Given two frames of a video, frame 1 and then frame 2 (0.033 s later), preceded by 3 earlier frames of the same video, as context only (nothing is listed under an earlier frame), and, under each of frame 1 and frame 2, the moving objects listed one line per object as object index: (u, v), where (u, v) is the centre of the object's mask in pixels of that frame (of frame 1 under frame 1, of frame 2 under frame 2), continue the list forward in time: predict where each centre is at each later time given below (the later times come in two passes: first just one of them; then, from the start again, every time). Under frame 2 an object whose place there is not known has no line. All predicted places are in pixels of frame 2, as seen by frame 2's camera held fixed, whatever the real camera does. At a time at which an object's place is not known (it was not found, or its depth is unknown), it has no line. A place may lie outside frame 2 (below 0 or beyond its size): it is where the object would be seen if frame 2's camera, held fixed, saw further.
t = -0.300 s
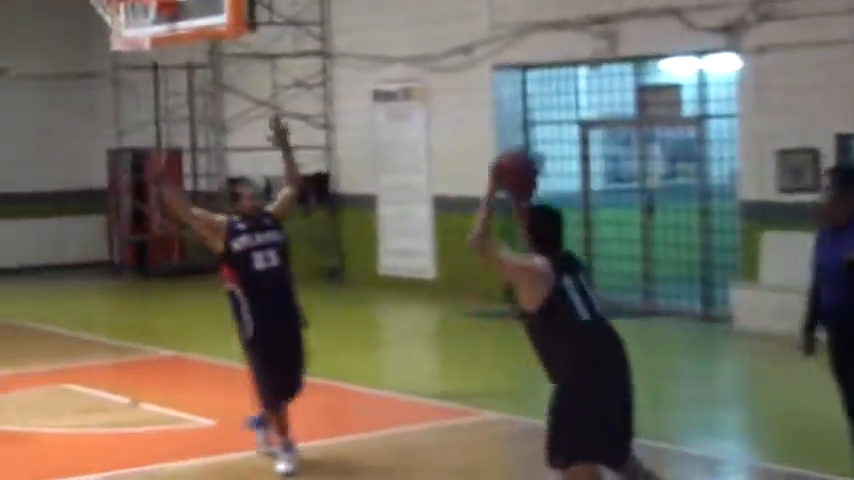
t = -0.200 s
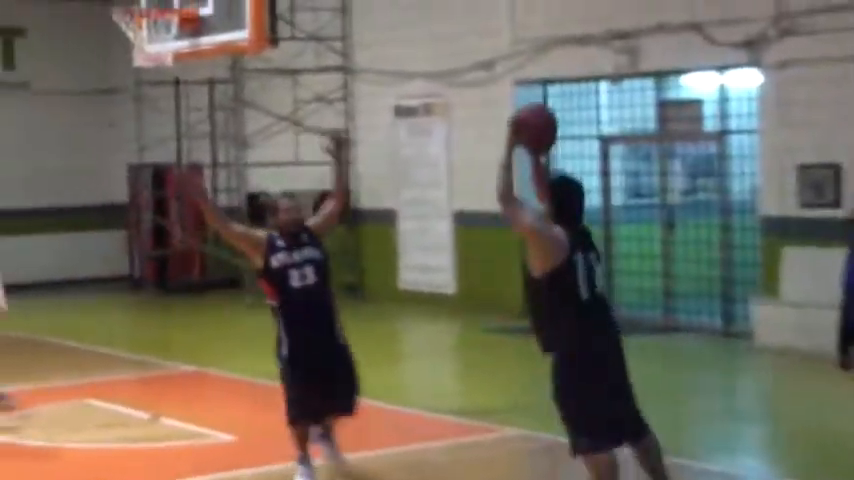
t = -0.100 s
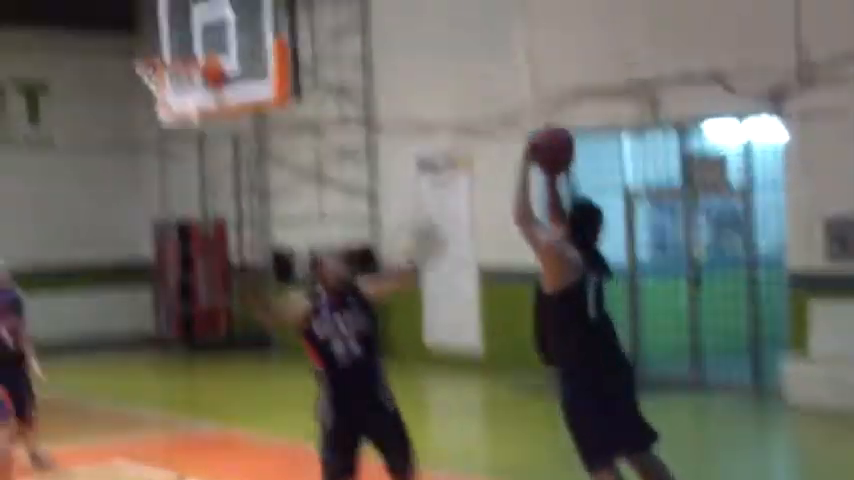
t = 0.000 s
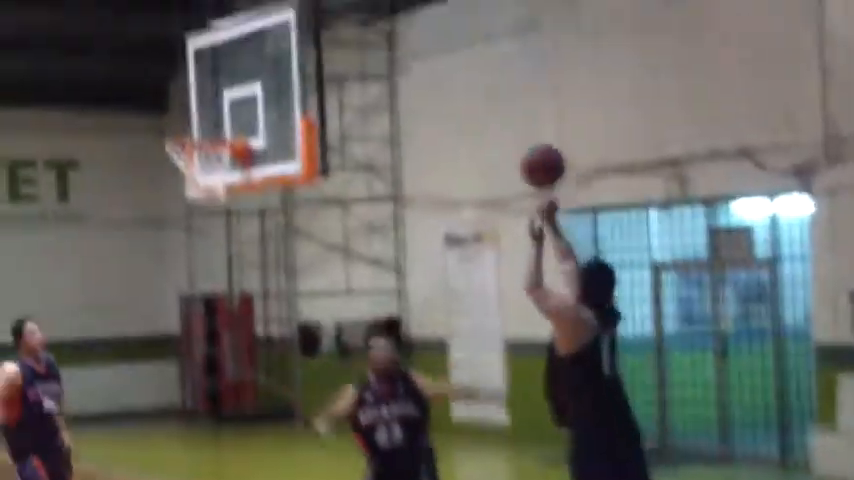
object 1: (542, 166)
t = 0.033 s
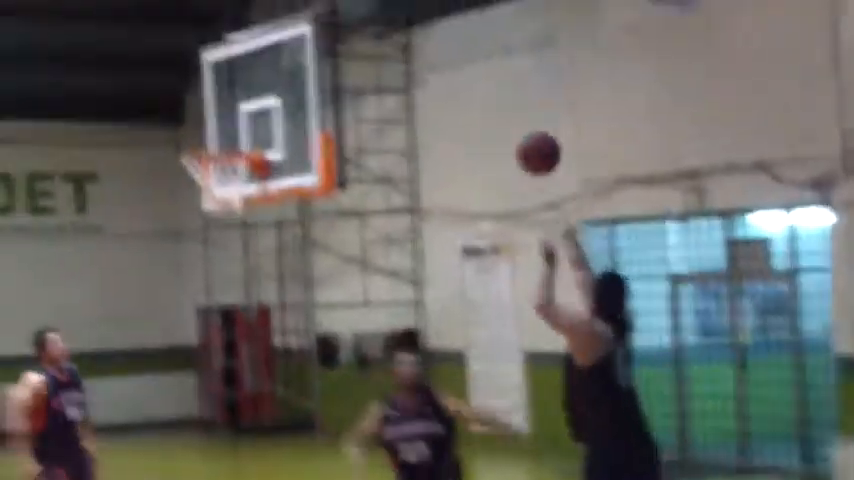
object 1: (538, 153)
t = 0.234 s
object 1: (428, 59)
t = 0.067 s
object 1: (517, 131)
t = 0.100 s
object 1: (496, 113)
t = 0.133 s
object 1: (479, 96)
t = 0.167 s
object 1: (462, 81)
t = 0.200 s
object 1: (442, 69)
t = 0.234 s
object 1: (428, 59)
